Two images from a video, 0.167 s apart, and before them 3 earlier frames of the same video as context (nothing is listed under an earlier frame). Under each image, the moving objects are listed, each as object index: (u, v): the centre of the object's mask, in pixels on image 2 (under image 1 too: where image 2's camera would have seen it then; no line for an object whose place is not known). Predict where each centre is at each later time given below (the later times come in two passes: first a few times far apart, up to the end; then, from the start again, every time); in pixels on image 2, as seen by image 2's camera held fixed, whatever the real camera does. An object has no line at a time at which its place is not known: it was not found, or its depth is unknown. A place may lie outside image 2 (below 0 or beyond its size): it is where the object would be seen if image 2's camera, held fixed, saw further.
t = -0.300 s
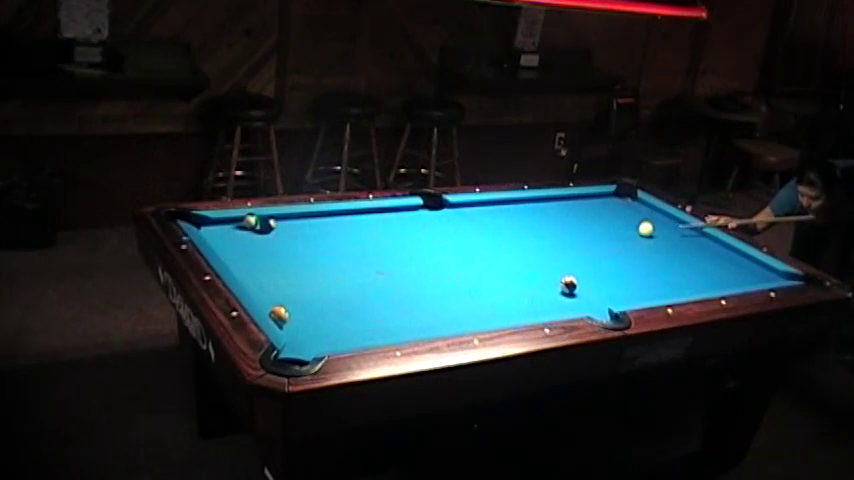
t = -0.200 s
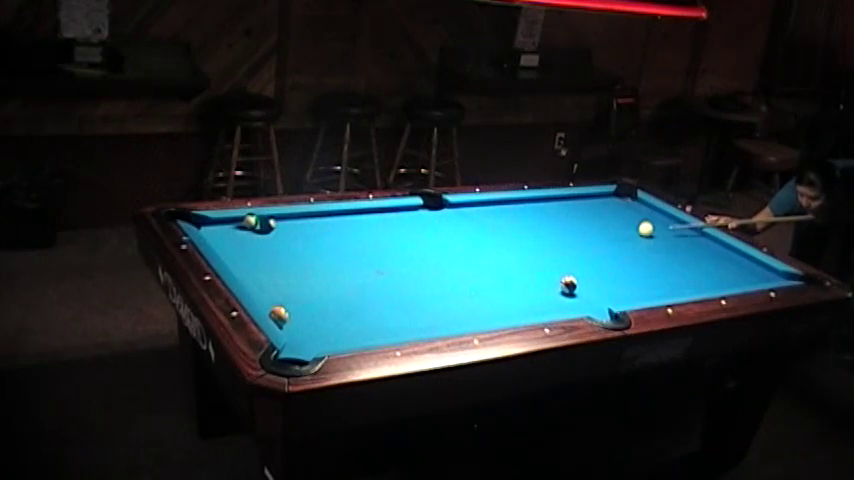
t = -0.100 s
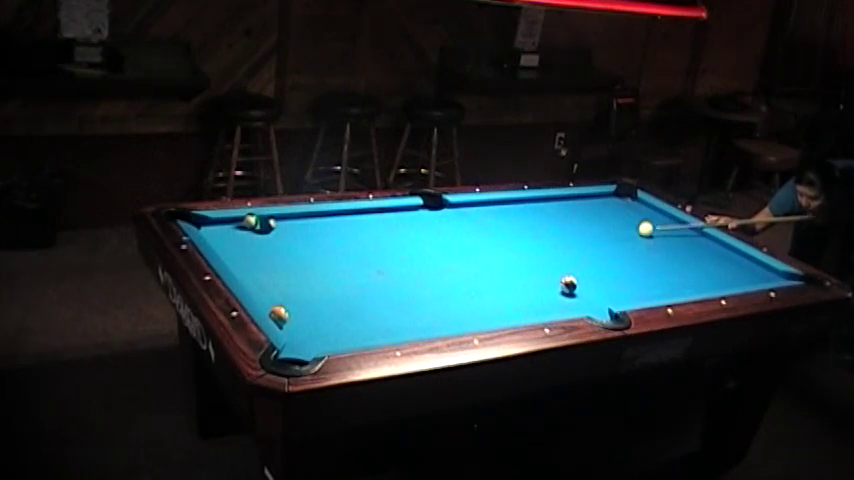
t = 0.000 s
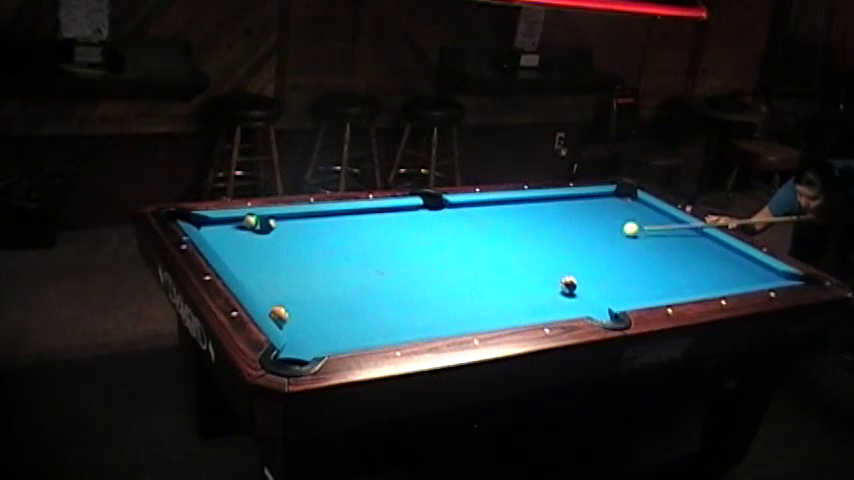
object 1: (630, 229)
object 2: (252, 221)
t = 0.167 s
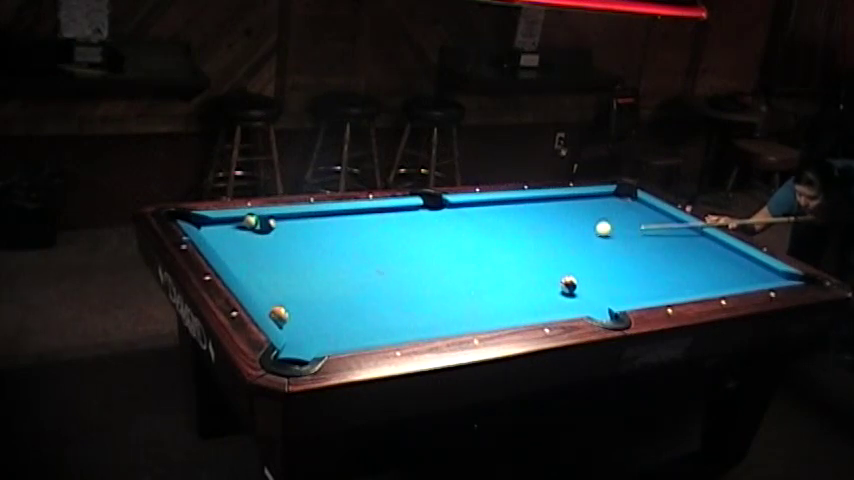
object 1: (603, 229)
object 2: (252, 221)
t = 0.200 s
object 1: (598, 229)
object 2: (252, 221)
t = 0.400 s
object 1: (565, 228)
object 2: (252, 221)
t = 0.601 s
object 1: (532, 228)
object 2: (252, 221)
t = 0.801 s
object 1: (499, 228)
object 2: (252, 221)
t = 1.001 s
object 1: (466, 228)
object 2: (252, 221)
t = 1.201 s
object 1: (433, 227)
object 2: (252, 221)
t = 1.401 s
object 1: (400, 227)
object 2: (252, 221)
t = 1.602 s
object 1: (367, 227)
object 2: (252, 221)
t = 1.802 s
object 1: (335, 227)
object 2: (252, 221)
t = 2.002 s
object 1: (303, 226)
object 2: (252, 221)
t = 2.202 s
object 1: (281, 227)
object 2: (248, 221)
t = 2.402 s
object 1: (275, 228)
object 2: (245, 223)
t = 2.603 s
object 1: (273, 230)
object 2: (238, 226)
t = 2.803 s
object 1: (270, 231)
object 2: (233, 227)
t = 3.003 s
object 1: (267, 233)
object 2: (230, 231)
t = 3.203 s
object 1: (265, 234)
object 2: (226, 234)
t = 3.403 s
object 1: (263, 235)
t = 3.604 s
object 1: (261, 235)
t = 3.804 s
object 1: (261, 236)
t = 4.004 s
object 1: (260, 236)
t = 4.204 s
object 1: (261, 235)
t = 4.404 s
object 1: (260, 236)
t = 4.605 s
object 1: (261, 236)
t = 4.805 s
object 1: (261, 235)
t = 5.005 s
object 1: (260, 235)
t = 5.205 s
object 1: (260, 235)
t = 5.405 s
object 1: (260, 235)
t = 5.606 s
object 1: (260, 236)
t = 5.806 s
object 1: (261, 235)
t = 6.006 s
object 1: (260, 235)
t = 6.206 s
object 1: (260, 236)
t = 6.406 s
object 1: (260, 235)
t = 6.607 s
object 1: (260, 235)
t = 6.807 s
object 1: (260, 236)
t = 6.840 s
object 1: (261, 235)
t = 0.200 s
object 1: (598, 229)
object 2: (252, 221)
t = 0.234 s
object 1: (592, 229)
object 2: (252, 221)
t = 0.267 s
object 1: (587, 228)
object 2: (252, 221)
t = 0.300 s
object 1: (581, 228)
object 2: (252, 221)
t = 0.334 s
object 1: (576, 228)
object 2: (252, 221)
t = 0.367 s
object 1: (570, 228)
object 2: (252, 221)
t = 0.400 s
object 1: (565, 228)
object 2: (252, 221)
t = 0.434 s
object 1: (559, 228)
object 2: (252, 221)
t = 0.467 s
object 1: (554, 228)
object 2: (252, 221)
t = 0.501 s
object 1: (549, 228)
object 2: (252, 221)
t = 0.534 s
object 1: (543, 228)
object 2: (252, 221)
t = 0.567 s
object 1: (538, 228)
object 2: (252, 221)
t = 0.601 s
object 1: (532, 228)
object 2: (252, 221)
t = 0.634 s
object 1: (526, 228)
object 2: (252, 221)
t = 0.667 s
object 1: (521, 228)
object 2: (252, 221)
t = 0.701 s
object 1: (515, 228)
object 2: (252, 221)
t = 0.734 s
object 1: (510, 228)
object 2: (252, 221)
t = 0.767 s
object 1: (504, 228)
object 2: (252, 221)
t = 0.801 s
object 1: (499, 228)
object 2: (252, 221)
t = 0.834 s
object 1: (493, 228)
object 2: (252, 221)
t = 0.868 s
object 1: (488, 228)
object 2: (252, 221)
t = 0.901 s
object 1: (482, 228)
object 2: (252, 221)
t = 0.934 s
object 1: (477, 228)
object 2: (252, 221)
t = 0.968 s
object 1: (472, 228)
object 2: (252, 221)
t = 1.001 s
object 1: (466, 228)
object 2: (252, 221)
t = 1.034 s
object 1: (460, 228)
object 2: (252, 221)
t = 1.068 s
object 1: (455, 228)
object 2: (252, 221)
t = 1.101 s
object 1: (449, 227)
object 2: (252, 221)
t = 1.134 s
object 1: (444, 227)
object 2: (252, 221)
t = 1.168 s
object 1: (439, 227)
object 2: (252, 221)
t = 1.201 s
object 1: (433, 227)
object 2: (252, 221)
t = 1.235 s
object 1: (427, 227)
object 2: (252, 221)
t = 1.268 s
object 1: (422, 227)
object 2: (252, 221)
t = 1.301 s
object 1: (416, 227)
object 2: (252, 221)
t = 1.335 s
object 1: (411, 227)
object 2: (252, 221)
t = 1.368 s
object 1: (405, 227)
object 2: (252, 221)
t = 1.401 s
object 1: (400, 227)
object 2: (252, 221)
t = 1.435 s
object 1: (395, 227)
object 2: (252, 221)
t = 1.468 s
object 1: (389, 227)
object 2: (252, 221)
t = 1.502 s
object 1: (384, 227)
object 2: (252, 221)
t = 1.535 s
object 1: (378, 227)
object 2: (252, 221)
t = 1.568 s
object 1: (373, 227)
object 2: (252, 221)
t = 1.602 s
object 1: (367, 227)
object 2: (252, 221)
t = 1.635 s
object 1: (362, 227)
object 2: (252, 221)
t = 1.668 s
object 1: (357, 227)
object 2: (252, 221)
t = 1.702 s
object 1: (351, 227)
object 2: (252, 221)
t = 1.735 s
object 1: (346, 227)
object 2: (252, 221)
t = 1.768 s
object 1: (341, 227)
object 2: (252, 221)
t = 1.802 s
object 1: (335, 227)
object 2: (252, 221)
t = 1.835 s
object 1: (330, 227)
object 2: (252, 221)
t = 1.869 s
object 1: (325, 227)
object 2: (252, 221)
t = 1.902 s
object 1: (319, 227)
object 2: (252, 221)
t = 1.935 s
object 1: (314, 227)
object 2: (252, 221)
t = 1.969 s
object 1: (308, 226)
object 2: (252, 221)
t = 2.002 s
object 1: (303, 226)
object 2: (252, 221)
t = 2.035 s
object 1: (298, 226)
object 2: (252, 221)
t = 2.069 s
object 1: (293, 226)
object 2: (252, 221)
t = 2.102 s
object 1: (287, 226)
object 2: (252, 221)
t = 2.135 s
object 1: (283, 226)
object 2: (252, 221)
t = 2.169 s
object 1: (282, 226)
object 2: (250, 221)
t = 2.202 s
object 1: (281, 227)
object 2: (248, 221)
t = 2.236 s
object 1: (279, 227)
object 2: (248, 222)
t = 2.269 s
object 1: (278, 227)
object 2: (247, 222)
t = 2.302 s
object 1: (278, 227)
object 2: (246, 222)
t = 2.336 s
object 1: (276, 227)
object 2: (247, 222)
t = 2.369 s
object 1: (276, 228)
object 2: (246, 223)
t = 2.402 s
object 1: (275, 228)
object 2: (245, 223)
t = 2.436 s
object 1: (275, 229)
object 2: (244, 223)
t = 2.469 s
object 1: (274, 229)
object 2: (243, 225)
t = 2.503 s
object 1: (274, 229)
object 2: (242, 225)
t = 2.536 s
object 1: (273, 229)
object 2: (241, 225)
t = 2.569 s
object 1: (273, 230)
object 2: (240, 226)
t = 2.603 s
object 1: (273, 230)
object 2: (238, 226)
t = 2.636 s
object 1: (272, 230)
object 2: (238, 226)
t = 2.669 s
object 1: (272, 230)
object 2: (237, 226)
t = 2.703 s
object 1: (271, 231)
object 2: (236, 226)
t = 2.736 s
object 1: (271, 231)
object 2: (235, 227)
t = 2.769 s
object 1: (270, 231)
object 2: (234, 227)
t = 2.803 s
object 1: (270, 231)
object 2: (233, 227)
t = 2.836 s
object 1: (269, 232)
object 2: (233, 227)
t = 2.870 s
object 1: (269, 232)
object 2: (232, 227)
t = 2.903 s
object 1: (268, 232)
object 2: (231, 228)
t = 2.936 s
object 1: (268, 233)
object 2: (231, 228)
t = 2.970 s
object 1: (267, 233)
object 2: (230, 231)
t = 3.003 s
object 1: (267, 233)
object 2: (230, 231)
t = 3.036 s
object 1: (267, 233)
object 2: (229, 231)
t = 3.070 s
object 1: (266, 233)
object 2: (228, 232)
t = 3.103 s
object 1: (266, 233)
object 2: (228, 232)
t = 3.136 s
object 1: (265, 234)
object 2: (227, 233)
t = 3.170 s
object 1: (265, 234)
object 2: (226, 234)
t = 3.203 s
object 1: (265, 234)
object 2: (226, 234)
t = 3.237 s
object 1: (264, 234)
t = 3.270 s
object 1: (264, 234)
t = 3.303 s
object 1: (263, 234)
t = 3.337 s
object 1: (263, 234)
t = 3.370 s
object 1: (263, 235)
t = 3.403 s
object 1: (263, 235)
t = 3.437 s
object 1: (263, 235)
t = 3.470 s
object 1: (262, 235)
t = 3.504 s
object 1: (262, 235)
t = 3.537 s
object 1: (262, 235)
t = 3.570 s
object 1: (262, 235)
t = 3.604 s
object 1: (261, 235)
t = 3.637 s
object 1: (261, 235)
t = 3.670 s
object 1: (261, 235)
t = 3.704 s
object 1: (261, 236)
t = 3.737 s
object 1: (261, 236)
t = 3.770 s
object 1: (261, 236)
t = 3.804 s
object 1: (261, 236)
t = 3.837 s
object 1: (261, 236)
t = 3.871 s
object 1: (261, 236)
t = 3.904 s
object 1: (260, 235)
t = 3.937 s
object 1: (260, 236)
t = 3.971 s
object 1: (260, 236)
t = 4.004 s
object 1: (260, 236)
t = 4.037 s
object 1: (261, 235)
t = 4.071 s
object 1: (261, 235)
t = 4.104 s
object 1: (261, 236)
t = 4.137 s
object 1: (260, 235)
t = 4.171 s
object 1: (261, 236)
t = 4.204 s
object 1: (261, 235)
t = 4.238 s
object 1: (261, 236)
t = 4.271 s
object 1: (261, 235)
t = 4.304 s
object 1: (261, 235)
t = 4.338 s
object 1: (261, 236)
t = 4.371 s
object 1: (261, 235)
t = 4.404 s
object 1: (260, 236)
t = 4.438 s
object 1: (260, 235)
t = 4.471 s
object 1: (261, 236)
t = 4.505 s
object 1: (261, 236)
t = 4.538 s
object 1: (261, 235)
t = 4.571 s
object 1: (260, 235)
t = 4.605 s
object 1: (261, 236)
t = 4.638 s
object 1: (261, 236)
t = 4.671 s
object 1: (261, 235)
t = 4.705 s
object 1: (261, 235)
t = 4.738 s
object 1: (261, 235)
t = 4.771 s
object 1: (261, 235)
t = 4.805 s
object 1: (261, 235)
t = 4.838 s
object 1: (261, 235)
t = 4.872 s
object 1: (261, 235)
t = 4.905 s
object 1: (261, 235)
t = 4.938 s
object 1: (260, 235)
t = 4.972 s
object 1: (260, 235)
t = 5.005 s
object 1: (260, 235)
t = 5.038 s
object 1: (260, 235)
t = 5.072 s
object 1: (260, 235)
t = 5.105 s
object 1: (260, 235)
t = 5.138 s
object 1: (260, 235)
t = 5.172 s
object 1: (260, 235)
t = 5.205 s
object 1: (260, 235)
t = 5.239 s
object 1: (260, 235)
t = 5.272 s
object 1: (260, 235)
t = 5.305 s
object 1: (260, 235)
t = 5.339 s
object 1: (260, 235)
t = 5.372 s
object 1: (260, 235)
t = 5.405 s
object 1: (260, 235)
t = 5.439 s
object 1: (260, 235)
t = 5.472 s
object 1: (260, 235)
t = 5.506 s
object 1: (260, 236)
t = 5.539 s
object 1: (260, 236)
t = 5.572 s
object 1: (260, 235)
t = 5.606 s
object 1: (260, 236)
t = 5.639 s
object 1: (261, 236)
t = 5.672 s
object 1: (260, 236)
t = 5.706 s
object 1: (260, 236)
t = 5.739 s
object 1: (260, 236)
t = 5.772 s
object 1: (261, 236)
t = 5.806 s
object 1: (261, 235)
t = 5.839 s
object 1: (261, 235)
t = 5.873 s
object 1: (260, 236)
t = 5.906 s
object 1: (260, 235)
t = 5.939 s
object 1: (261, 235)
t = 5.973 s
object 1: (261, 235)
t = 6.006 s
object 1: (260, 235)
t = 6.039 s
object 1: (261, 235)
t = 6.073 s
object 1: (261, 236)
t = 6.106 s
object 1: (260, 236)
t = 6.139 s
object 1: (260, 236)
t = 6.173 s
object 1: (261, 235)
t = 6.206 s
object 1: (260, 236)
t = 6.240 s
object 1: (261, 235)
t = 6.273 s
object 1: (260, 236)
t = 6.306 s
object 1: (261, 235)
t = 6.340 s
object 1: (260, 236)
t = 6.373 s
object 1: (261, 235)
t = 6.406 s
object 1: (260, 235)
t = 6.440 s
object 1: (261, 235)
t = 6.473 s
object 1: (260, 236)
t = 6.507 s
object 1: (261, 236)
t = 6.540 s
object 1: (260, 236)
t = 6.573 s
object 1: (261, 235)
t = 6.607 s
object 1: (260, 235)
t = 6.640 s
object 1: (261, 235)
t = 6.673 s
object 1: (260, 236)
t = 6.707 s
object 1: (261, 235)
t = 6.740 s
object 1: (260, 236)
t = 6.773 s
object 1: (261, 235)
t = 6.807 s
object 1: (260, 236)
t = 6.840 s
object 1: (261, 235)
